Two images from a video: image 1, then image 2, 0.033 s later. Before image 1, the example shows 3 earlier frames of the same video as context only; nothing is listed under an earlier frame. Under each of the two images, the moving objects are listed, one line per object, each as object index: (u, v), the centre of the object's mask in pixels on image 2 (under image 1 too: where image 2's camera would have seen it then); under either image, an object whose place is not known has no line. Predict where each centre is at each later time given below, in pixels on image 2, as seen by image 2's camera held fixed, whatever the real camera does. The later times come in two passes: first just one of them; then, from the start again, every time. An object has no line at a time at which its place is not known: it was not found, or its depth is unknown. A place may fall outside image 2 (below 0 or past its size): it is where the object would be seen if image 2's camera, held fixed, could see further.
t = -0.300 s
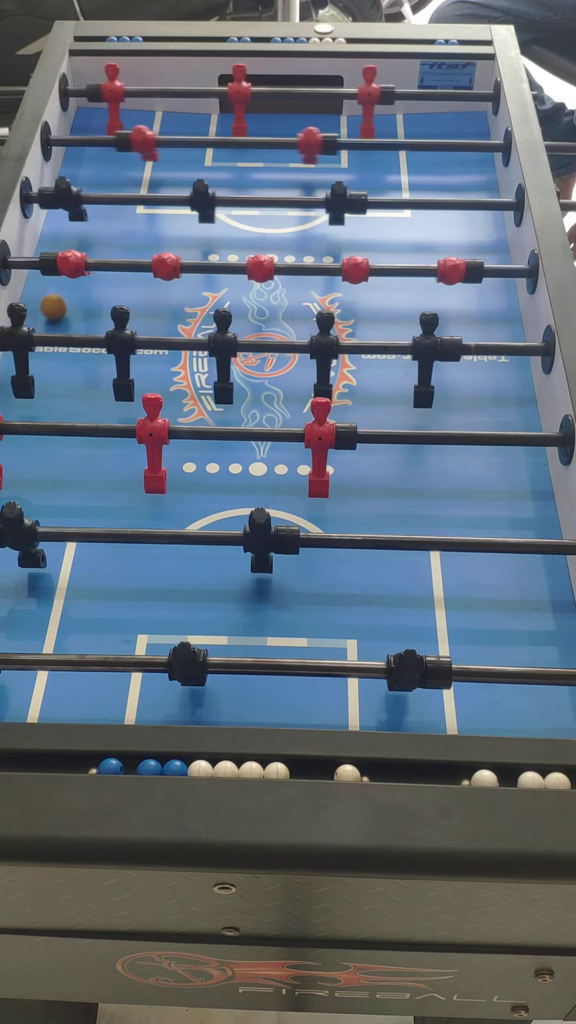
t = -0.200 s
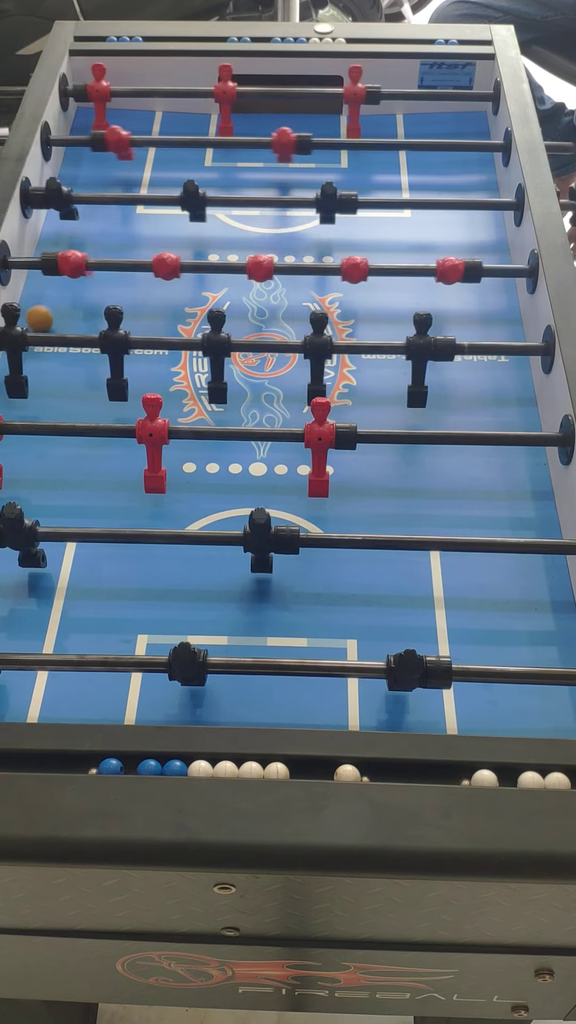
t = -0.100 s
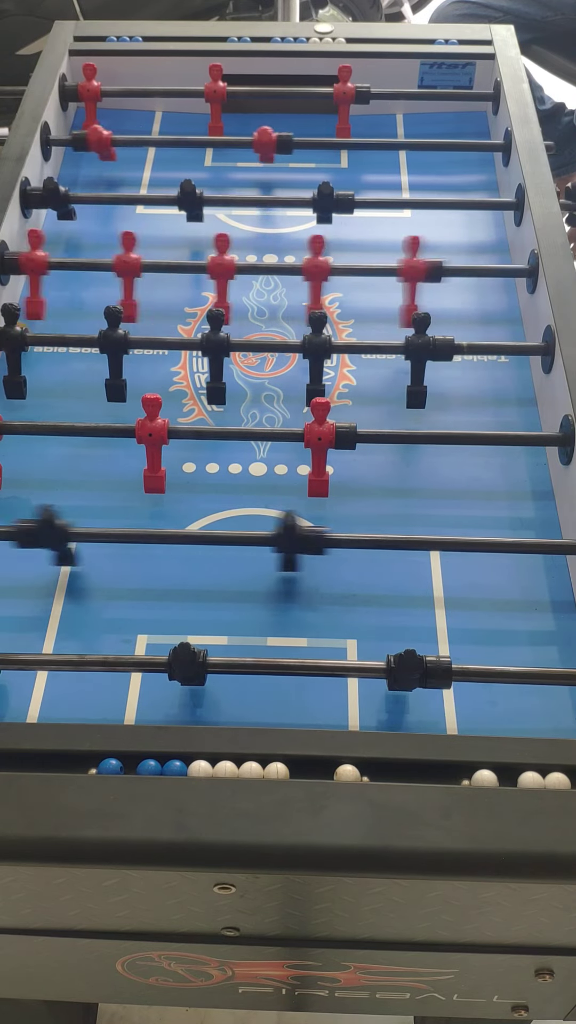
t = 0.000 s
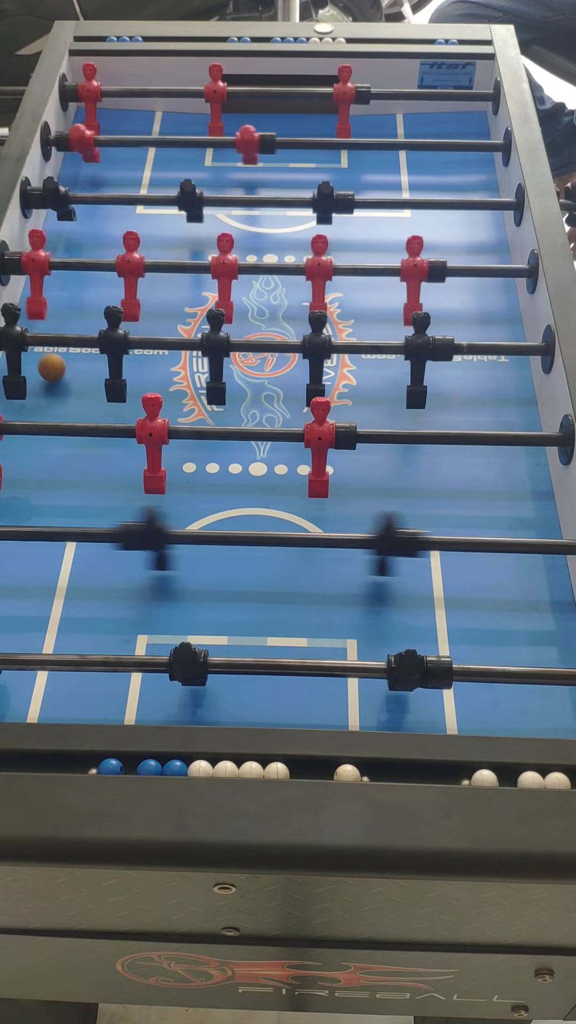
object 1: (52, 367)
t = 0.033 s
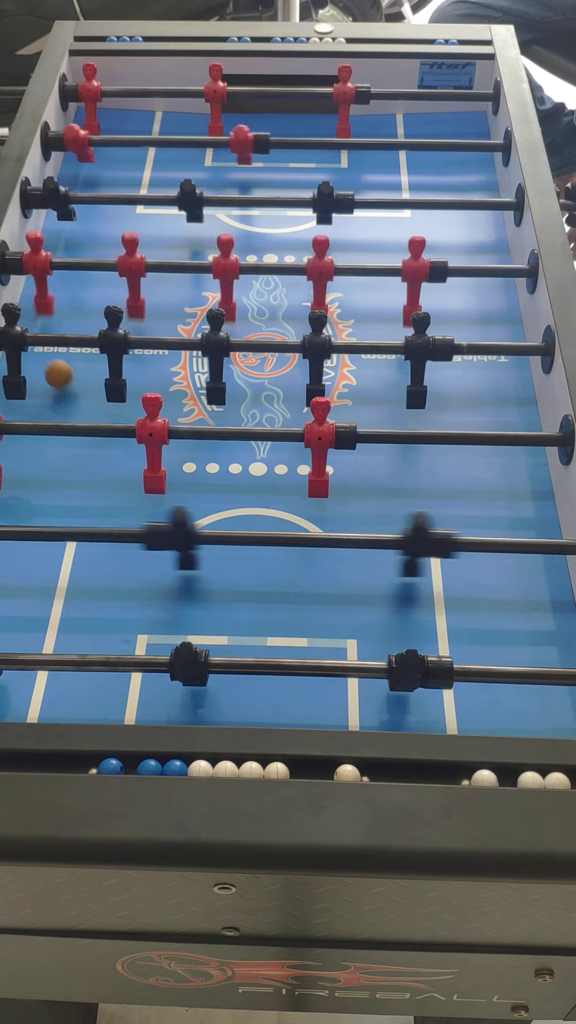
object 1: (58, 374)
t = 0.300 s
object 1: (75, 454)
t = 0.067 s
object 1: (67, 389)
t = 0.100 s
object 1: (72, 396)
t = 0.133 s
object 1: (76, 407)
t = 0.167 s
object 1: (78, 413)
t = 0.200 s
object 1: (79, 417)
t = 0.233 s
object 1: (78, 444)
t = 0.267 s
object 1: (76, 448)
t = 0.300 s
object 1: (75, 454)
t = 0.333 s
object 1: (73, 463)
